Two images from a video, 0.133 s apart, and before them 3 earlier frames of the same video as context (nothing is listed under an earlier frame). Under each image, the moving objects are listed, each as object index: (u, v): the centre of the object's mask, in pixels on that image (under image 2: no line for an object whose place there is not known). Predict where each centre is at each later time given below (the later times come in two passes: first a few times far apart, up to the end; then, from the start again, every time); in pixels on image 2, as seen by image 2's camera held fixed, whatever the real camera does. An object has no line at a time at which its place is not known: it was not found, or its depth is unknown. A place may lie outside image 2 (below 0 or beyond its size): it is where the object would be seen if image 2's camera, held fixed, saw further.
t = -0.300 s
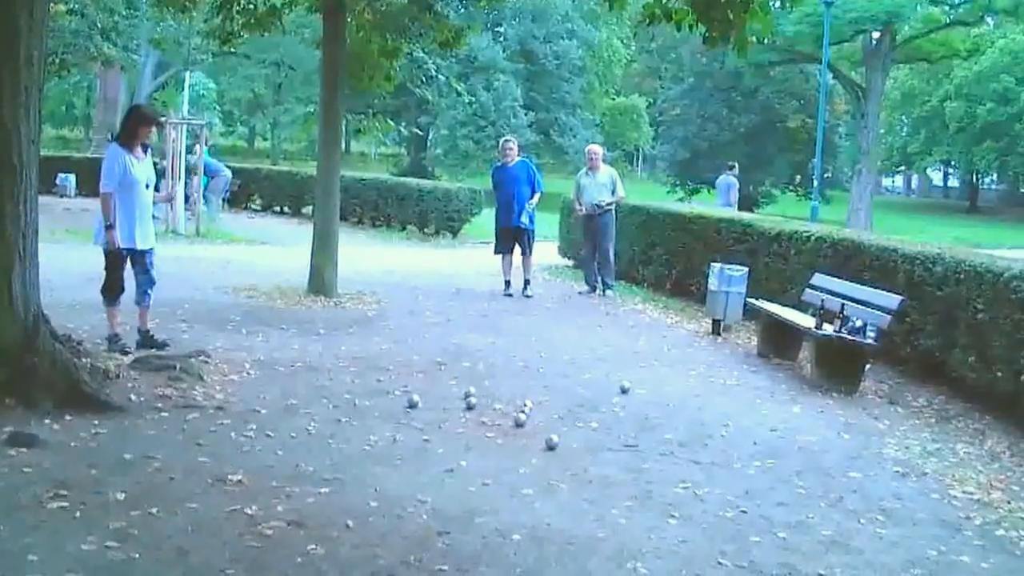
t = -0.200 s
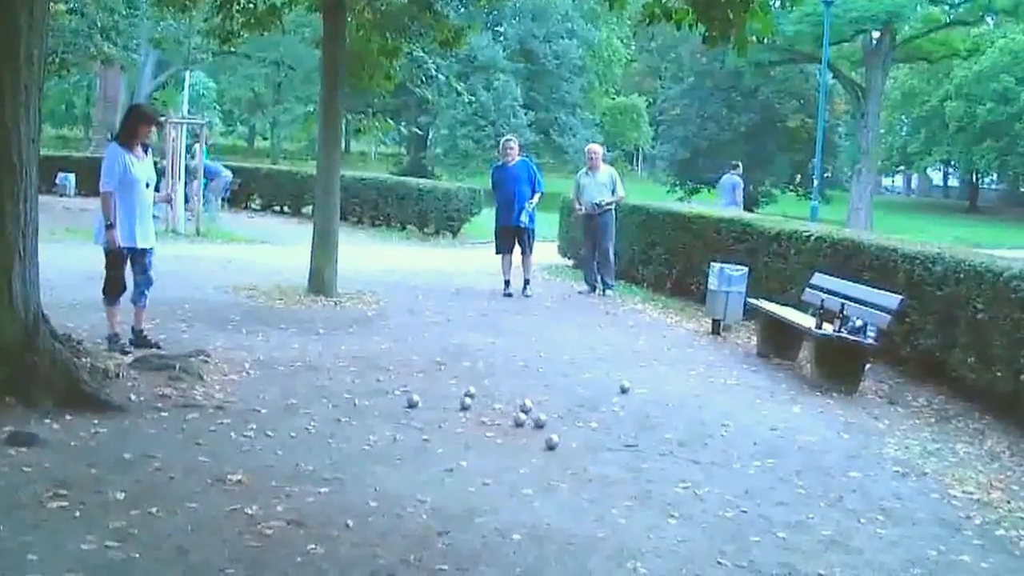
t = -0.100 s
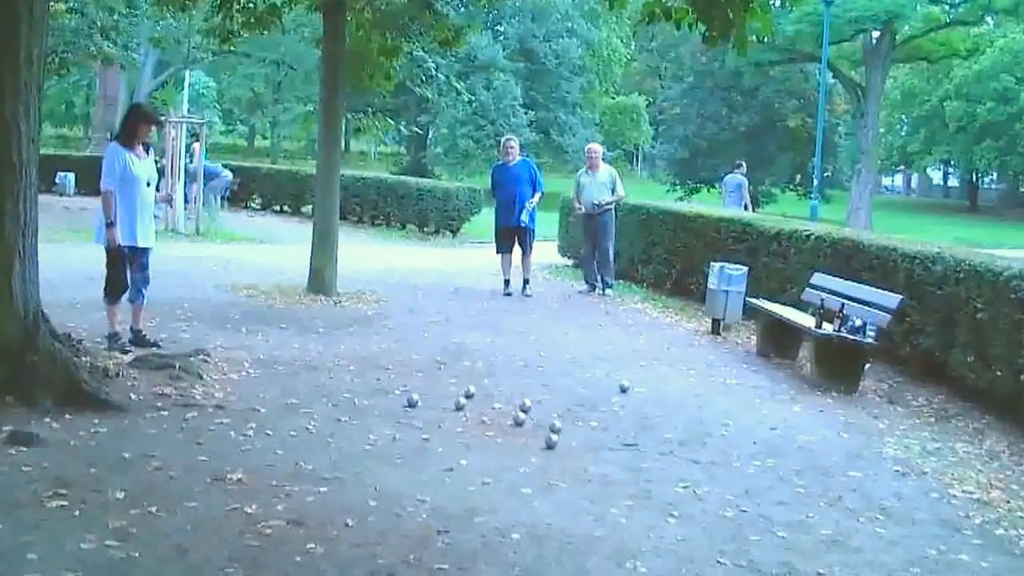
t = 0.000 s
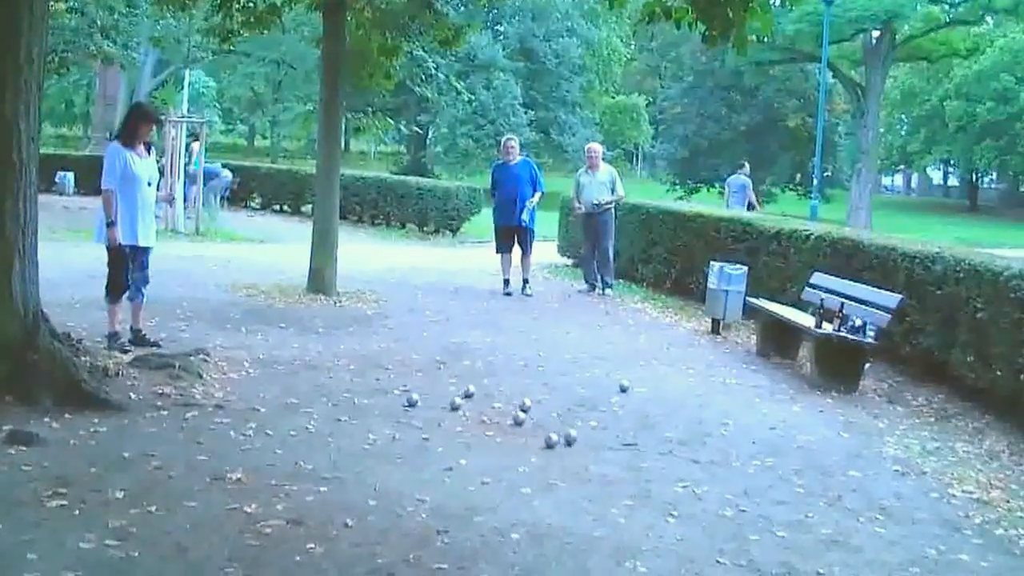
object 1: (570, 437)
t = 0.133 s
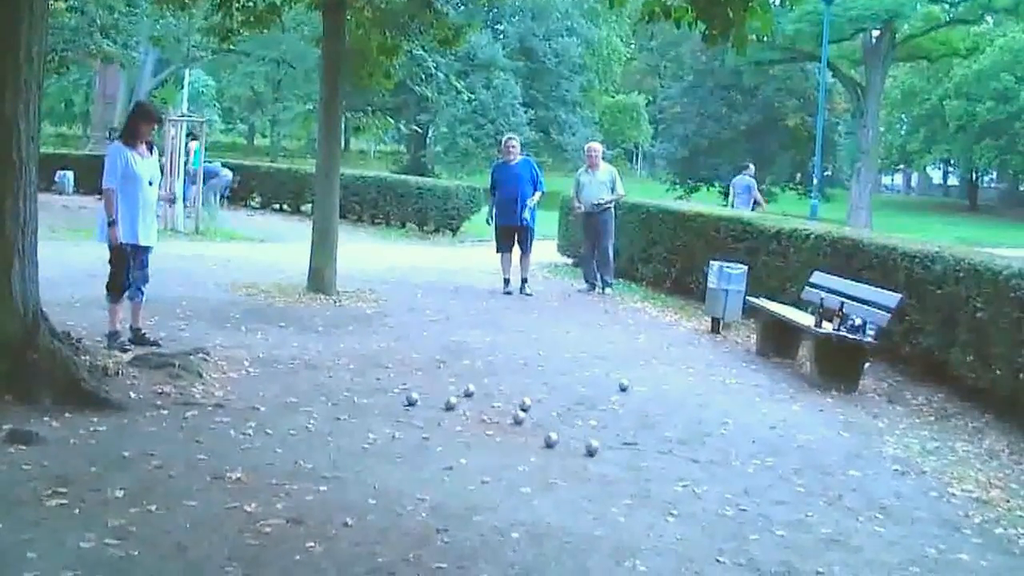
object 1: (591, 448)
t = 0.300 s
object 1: (622, 463)
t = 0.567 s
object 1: (671, 485)
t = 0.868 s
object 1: (726, 513)
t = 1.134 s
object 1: (785, 539)
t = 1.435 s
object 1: (854, 567)
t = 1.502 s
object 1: (869, 573)
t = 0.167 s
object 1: (598, 451)
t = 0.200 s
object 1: (603, 454)
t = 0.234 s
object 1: (610, 457)
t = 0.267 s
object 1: (616, 460)
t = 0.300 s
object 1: (622, 463)
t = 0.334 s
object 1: (628, 466)
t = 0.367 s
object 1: (635, 467)
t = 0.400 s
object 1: (641, 470)
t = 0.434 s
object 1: (646, 474)
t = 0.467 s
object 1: (652, 477)
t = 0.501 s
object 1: (658, 479)
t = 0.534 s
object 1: (663, 483)
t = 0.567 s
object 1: (671, 485)
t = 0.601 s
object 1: (676, 488)
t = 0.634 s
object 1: (682, 491)
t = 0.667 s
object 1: (688, 494)
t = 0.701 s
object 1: (695, 498)
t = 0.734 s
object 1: (701, 500)
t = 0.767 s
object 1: (707, 503)
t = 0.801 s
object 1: (713, 507)
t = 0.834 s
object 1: (720, 511)
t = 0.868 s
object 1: (726, 513)
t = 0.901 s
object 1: (734, 516)
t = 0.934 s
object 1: (741, 518)
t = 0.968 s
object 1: (748, 522)
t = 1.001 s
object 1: (755, 525)
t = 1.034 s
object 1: (763, 528)
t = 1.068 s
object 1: (770, 531)
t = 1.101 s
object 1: (778, 535)
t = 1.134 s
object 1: (785, 539)
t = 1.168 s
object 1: (793, 541)
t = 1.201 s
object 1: (800, 544)
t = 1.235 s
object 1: (808, 547)
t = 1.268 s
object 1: (816, 551)
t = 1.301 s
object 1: (823, 554)
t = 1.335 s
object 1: (831, 558)
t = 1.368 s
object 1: (838, 561)
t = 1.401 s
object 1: (845, 565)
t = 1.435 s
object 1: (854, 567)
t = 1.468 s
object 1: (861, 570)
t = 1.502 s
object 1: (869, 573)
